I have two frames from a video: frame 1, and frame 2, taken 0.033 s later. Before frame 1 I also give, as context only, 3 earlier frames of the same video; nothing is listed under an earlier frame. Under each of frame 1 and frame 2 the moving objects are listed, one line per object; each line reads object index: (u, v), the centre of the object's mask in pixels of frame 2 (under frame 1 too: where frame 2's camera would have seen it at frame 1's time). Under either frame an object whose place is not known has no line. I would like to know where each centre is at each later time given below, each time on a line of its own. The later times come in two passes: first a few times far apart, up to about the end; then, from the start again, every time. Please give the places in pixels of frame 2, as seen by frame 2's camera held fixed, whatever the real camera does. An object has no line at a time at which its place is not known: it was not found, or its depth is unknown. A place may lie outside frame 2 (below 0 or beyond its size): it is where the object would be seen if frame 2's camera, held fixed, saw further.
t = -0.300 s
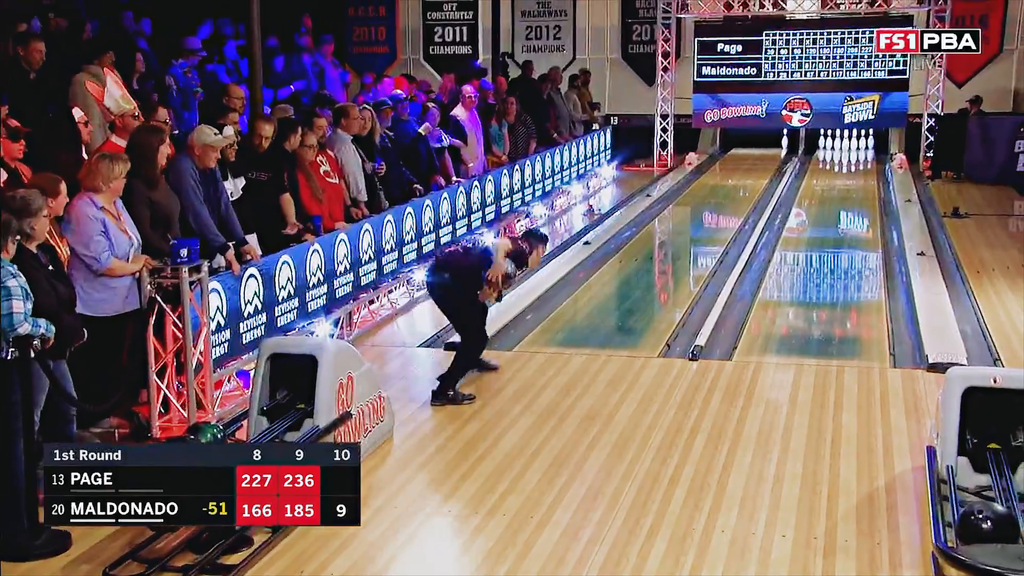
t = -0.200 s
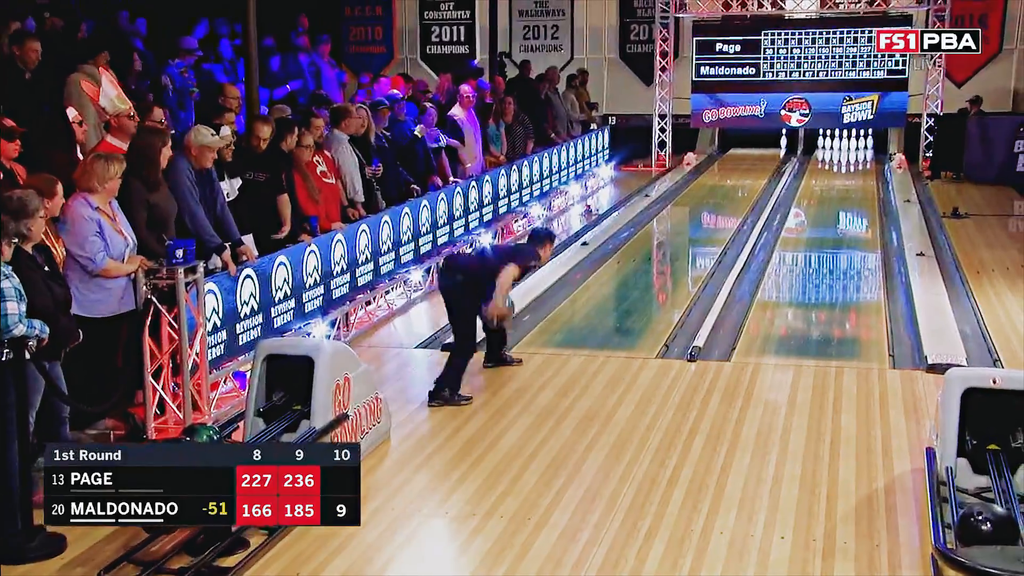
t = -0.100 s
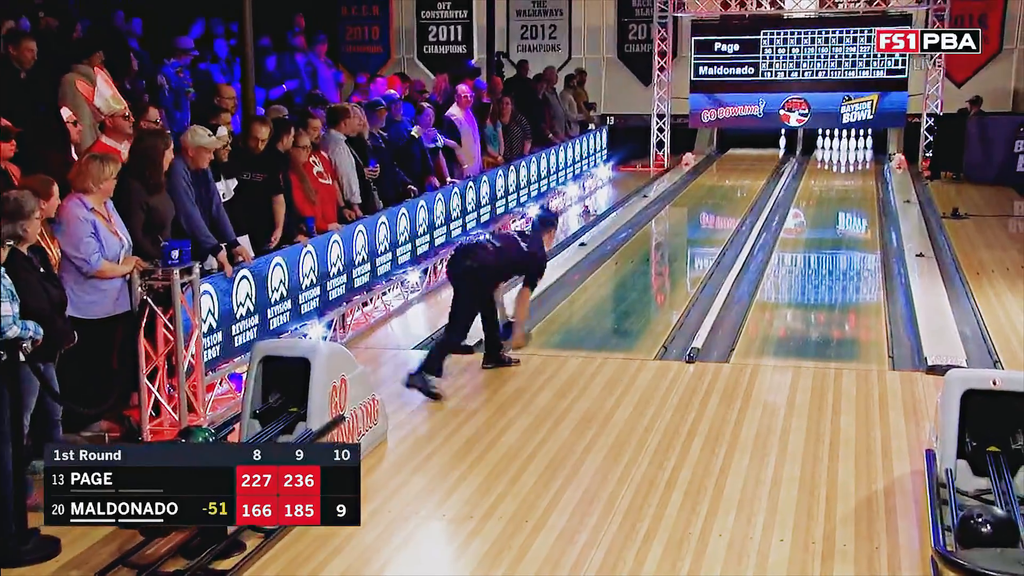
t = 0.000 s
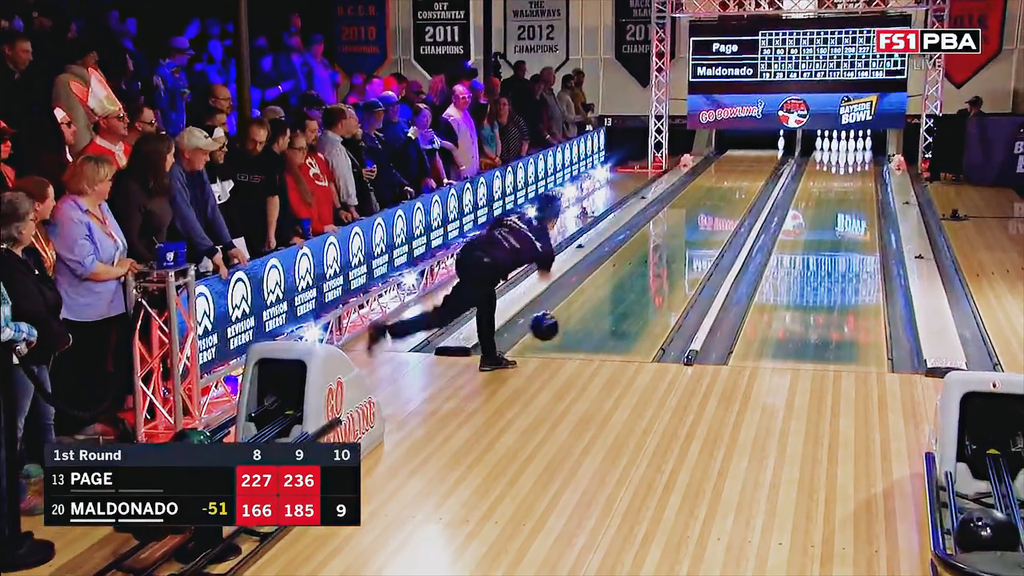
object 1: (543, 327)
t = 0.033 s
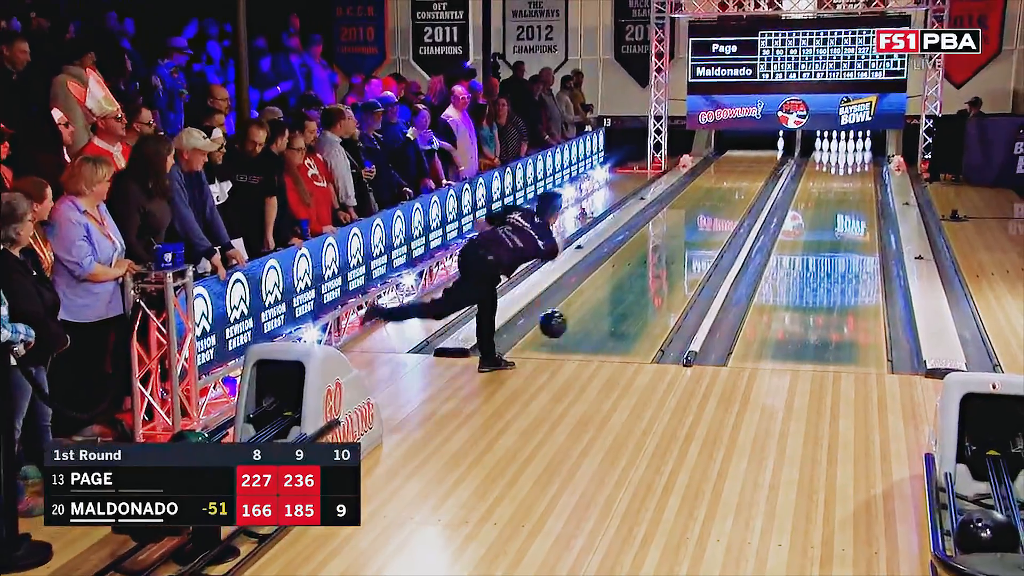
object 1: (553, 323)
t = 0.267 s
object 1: (609, 288)
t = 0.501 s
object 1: (651, 256)
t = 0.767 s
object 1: (686, 229)
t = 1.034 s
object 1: (713, 208)
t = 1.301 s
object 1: (735, 189)
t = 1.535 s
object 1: (752, 175)
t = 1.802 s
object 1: (768, 161)
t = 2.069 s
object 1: (779, 150)
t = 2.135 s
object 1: (780, 148)
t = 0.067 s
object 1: (562, 323)
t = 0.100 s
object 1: (571, 315)
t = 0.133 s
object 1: (579, 308)
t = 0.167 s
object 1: (587, 303)
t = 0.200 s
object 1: (594, 299)
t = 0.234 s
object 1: (602, 293)
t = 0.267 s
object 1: (609, 288)
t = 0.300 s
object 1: (616, 283)
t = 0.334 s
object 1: (621, 278)
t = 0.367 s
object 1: (627, 273)
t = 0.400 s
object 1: (634, 269)
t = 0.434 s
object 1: (640, 264)
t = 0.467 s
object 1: (645, 260)
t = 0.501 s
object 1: (651, 256)
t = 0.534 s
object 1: (656, 252)
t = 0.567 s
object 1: (661, 249)
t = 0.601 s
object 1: (666, 245)
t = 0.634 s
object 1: (670, 242)
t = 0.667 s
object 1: (674, 238)
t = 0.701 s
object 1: (678, 235)
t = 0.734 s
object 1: (682, 232)
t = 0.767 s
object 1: (686, 229)
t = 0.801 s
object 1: (690, 227)
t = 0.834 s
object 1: (693, 224)
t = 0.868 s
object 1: (697, 221)
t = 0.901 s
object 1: (700, 218)
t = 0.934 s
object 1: (704, 215)
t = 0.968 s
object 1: (707, 213)
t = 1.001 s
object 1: (710, 210)
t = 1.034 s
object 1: (713, 208)
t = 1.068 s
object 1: (715, 206)
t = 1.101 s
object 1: (719, 203)
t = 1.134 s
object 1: (721, 201)
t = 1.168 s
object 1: (724, 199)
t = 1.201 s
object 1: (727, 196)
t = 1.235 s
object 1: (730, 194)
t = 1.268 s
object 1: (732, 192)
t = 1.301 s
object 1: (735, 189)
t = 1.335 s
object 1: (738, 187)
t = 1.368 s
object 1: (740, 185)
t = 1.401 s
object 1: (742, 183)
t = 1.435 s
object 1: (745, 181)
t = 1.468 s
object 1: (747, 179)
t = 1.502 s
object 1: (749, 178)
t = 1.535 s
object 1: (752, 175)
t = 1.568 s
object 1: (754, 173)
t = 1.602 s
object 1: (756, 172)
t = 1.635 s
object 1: (758, 170)
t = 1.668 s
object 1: (760, 168)
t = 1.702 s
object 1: (762, 166)
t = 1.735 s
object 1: (765, 164)
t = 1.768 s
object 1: (767, 163)
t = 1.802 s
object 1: (768, 161)
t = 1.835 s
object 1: (770, 159)
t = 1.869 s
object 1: (772, 157)
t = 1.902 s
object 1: (773, 156)
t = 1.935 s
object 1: (774, 155)
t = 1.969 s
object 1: (775, 154)
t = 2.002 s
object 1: (776, 153)
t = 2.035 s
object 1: (778, 152)
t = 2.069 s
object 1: (779, 150)
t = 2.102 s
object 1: (779, 149)
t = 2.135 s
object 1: (780, 148)
